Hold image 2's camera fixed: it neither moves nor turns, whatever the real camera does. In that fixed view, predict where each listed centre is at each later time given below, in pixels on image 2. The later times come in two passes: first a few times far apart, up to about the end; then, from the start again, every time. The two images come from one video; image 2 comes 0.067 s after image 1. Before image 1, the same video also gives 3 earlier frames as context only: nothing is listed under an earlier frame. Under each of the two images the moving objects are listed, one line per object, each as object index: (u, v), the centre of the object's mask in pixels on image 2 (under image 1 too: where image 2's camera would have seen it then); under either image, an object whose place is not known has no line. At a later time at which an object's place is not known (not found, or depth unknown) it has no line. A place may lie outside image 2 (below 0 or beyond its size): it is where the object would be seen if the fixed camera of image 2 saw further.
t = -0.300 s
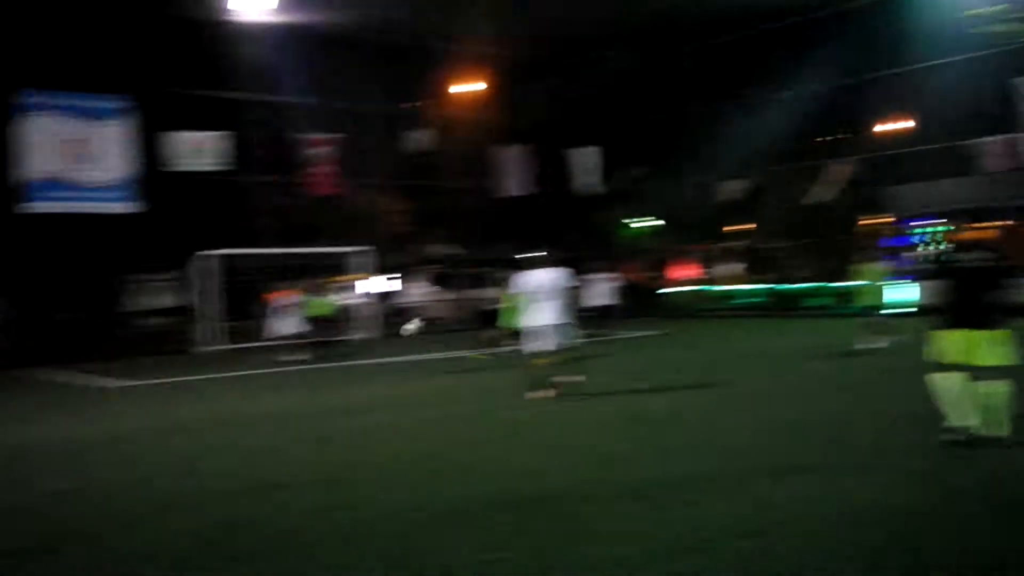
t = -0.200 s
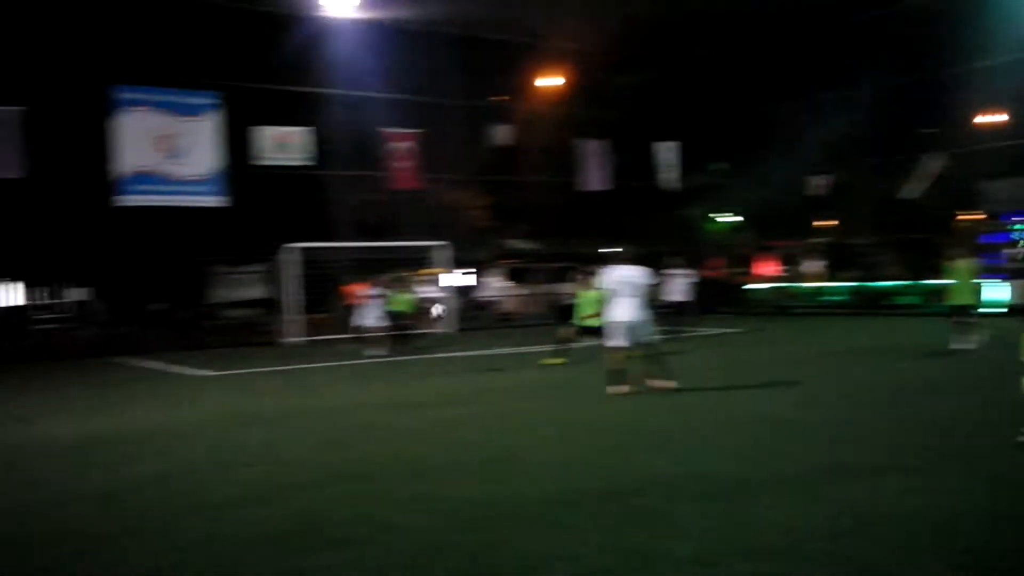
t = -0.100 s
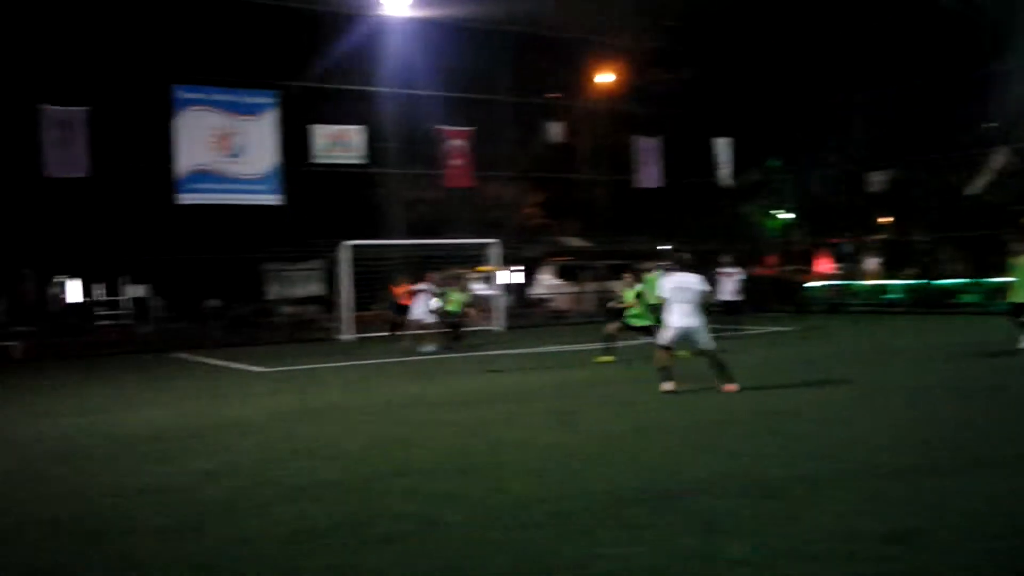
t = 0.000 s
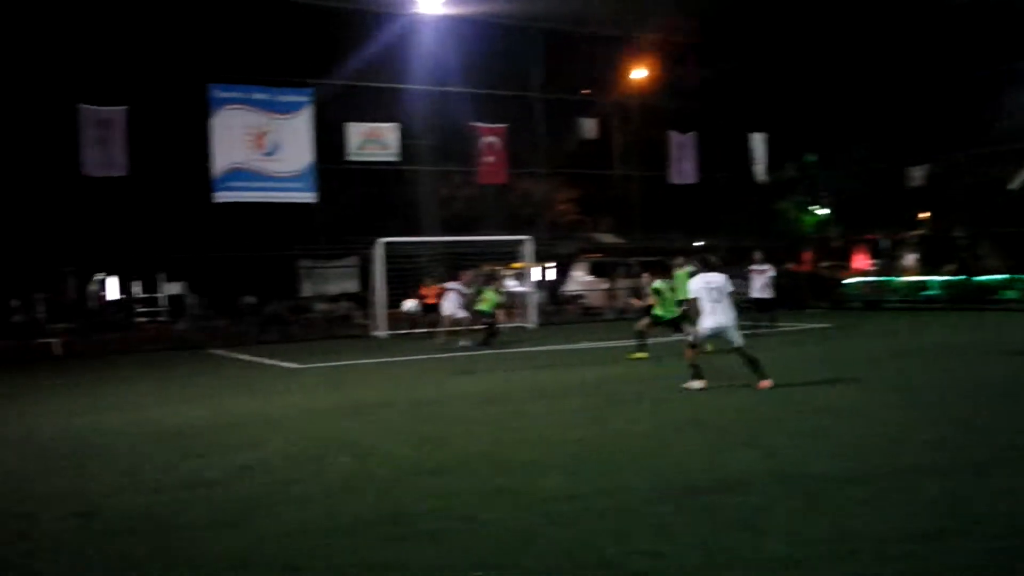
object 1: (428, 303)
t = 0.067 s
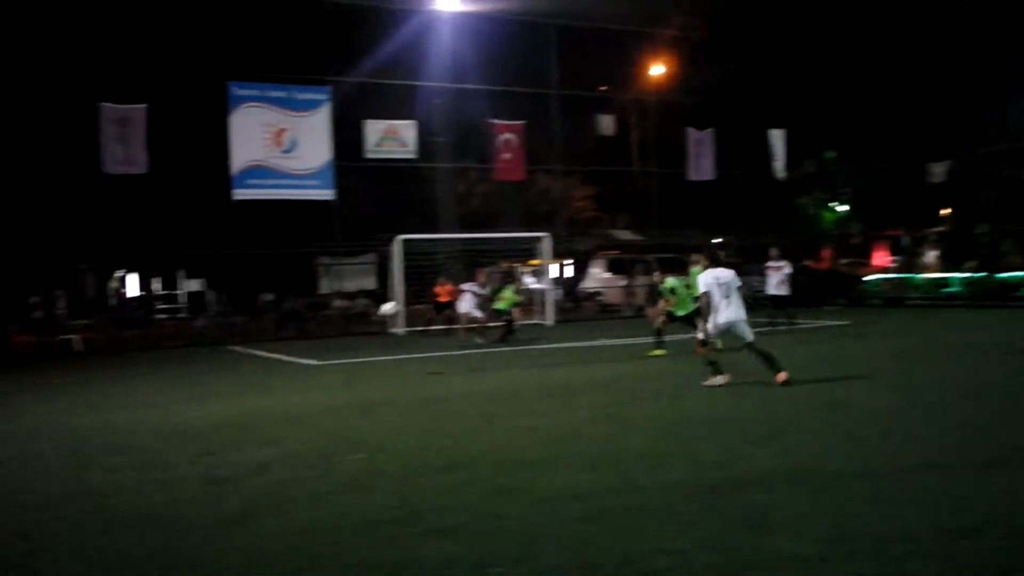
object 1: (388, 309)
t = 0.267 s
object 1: (265, 353)
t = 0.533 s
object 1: (128, 357)
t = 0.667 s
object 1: (64, 351)
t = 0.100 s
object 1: (370, 314)
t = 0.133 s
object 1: (349, 321)
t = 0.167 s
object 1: (329, 327)
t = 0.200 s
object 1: (309, 334)
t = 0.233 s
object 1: (287, 343)
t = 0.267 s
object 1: (265, 353)
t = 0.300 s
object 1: (244, 364)
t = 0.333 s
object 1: (222, 375)
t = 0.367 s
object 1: (202, 383)
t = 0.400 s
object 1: (187, 378)
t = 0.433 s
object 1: (172, 369)
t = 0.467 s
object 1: (158, 366)
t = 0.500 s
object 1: (143, 362)
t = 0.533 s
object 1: (128, 357)
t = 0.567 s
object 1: (112, 353)
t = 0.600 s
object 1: (96, 352)
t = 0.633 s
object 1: (81, 351)
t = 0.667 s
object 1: (64, 351)
